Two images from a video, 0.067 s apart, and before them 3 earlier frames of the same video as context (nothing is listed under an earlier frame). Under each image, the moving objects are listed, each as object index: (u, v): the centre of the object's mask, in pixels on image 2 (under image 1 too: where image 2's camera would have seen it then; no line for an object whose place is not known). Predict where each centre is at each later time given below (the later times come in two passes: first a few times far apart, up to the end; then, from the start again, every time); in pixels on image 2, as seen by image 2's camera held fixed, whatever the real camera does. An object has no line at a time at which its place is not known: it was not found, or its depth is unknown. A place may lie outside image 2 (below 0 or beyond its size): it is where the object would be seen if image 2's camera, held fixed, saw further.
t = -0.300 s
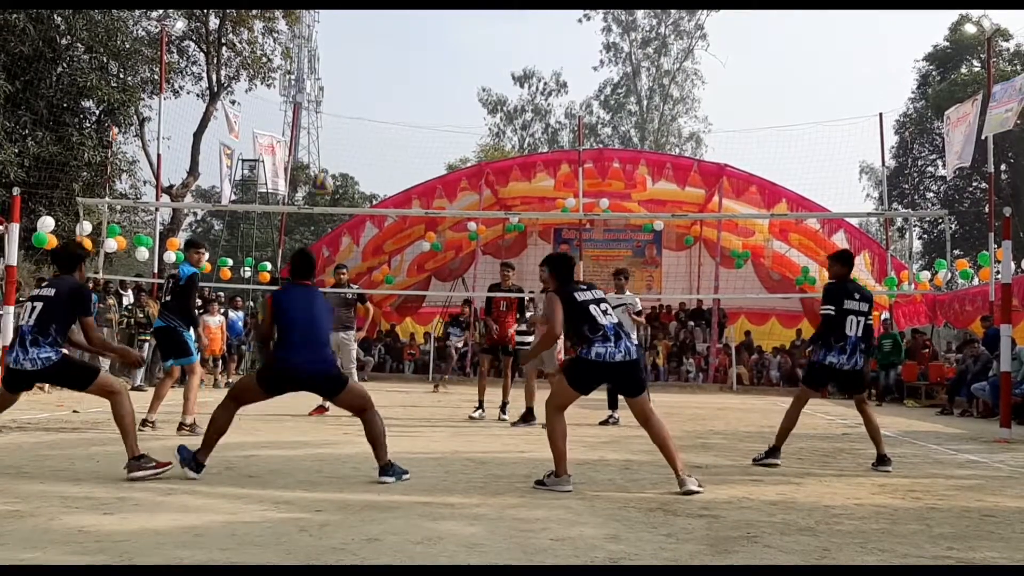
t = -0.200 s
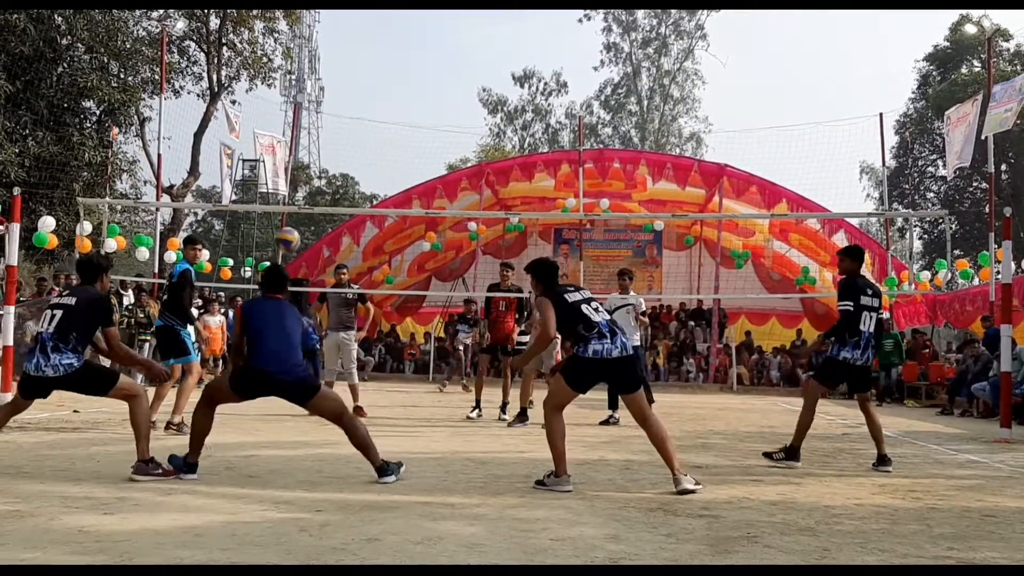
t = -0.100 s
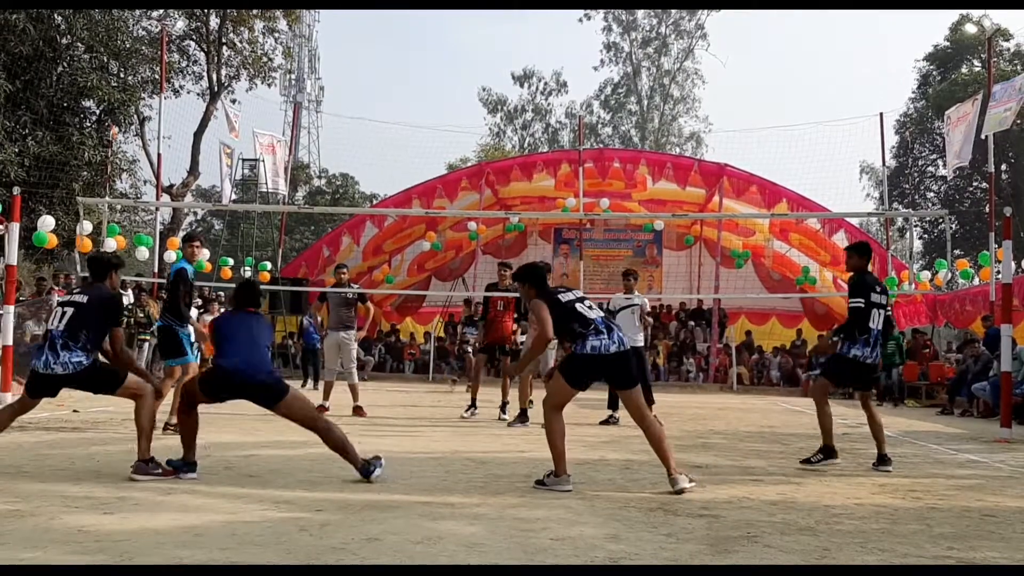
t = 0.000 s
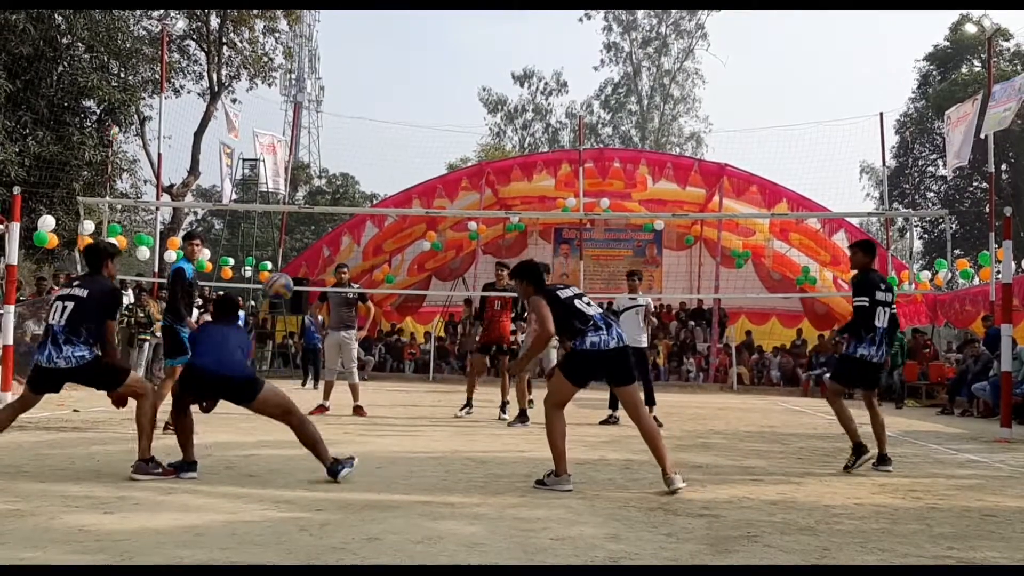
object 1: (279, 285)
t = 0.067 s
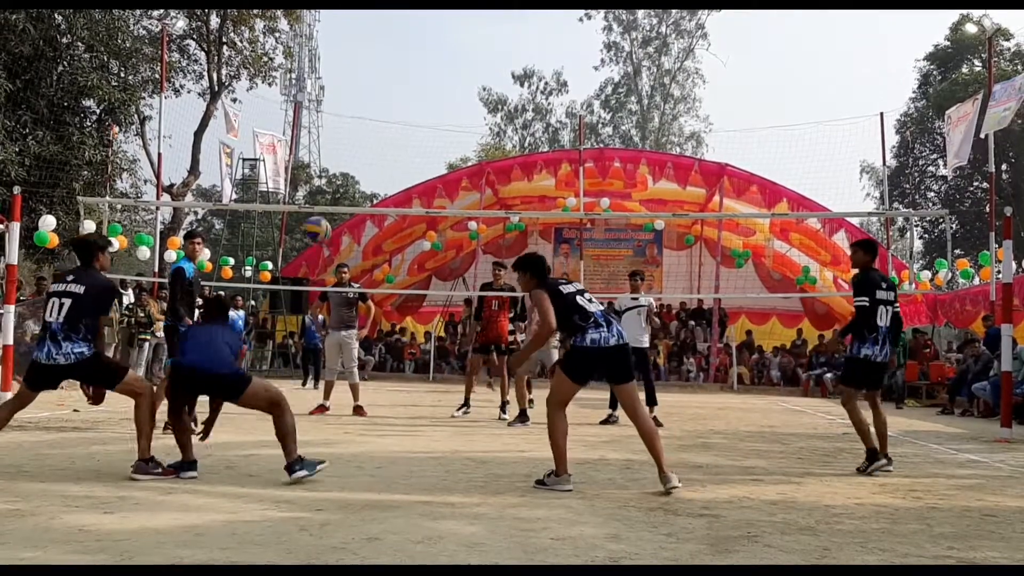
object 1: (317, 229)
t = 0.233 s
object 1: (401, 126)
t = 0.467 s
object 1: (504, 52)
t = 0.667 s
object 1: (579, 45)
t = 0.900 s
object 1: (655, 92)
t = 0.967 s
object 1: (675, 115)
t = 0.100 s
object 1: (335, 207)
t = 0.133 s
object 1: (352, 182)
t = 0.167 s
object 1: (369, 161)
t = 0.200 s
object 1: (385, 143)
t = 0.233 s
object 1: (401, 126)
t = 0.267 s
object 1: (417, 110)
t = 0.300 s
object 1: (433, 96)
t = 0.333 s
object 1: (448, 84)
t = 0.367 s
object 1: (462, 74)
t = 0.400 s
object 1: (476, 65)
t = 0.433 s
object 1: (490, 58)
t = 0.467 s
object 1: (504, 52)
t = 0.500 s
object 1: (517, 48)
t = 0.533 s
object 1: (530, 45)
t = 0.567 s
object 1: (543, 42)
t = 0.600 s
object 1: (556, 42)
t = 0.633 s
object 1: (568, 43)
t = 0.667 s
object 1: (579, 45)
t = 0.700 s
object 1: (591, 48)
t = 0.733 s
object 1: (602, 52)
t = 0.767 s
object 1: (613, 58)
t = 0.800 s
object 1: (625, 65)
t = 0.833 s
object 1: (635, 72)
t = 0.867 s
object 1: (646, 81)
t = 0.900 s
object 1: (655, 92)
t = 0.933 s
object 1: (666, 103)
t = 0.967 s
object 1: (675, 115)
